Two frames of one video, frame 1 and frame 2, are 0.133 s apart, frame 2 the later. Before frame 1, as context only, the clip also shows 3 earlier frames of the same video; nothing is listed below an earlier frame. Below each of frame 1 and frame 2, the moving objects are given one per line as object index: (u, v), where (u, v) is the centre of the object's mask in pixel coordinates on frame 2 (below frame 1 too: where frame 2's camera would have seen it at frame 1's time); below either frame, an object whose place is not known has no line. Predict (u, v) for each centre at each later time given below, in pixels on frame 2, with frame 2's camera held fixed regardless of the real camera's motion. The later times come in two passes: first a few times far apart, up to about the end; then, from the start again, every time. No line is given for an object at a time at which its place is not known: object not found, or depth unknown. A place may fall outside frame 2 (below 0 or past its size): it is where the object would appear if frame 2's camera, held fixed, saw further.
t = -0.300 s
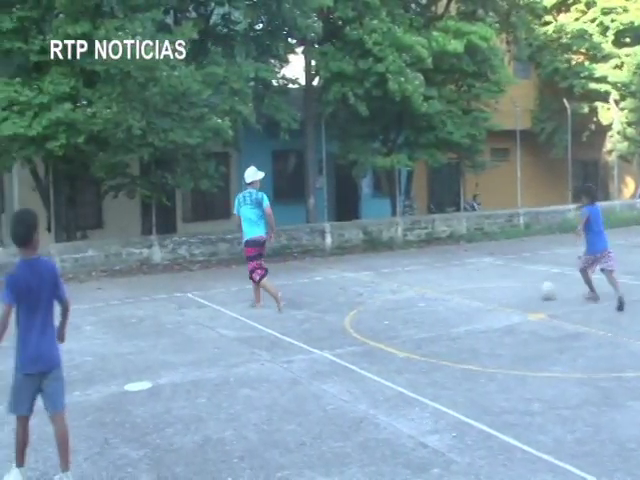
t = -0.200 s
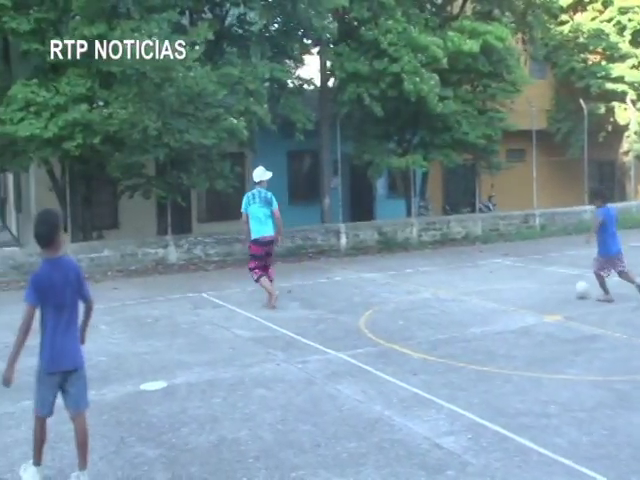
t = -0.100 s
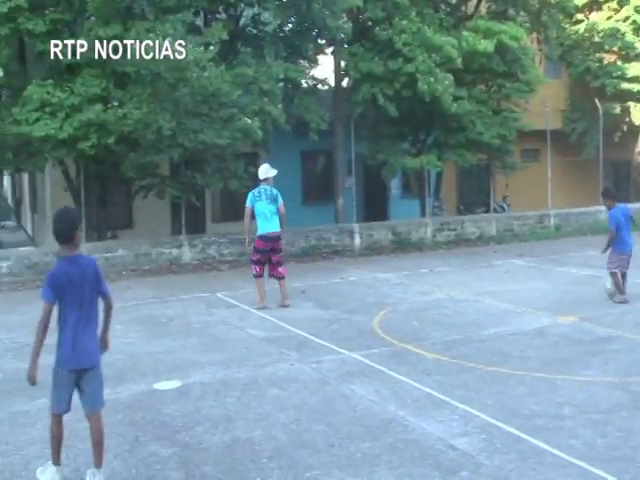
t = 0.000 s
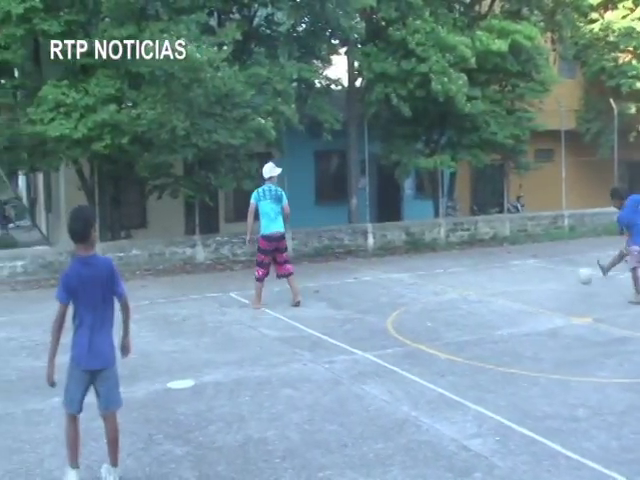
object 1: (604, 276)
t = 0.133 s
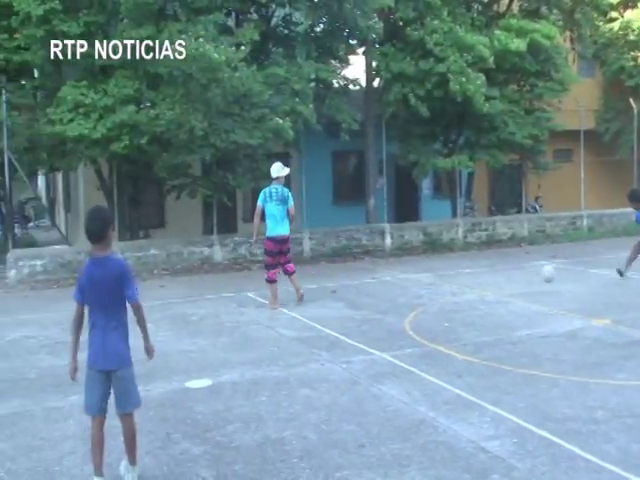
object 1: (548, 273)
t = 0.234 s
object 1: (508, 283)
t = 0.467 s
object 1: (442, 282)
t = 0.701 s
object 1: (392, 279)
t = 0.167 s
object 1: (534, 275)
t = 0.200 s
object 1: (522, 278)
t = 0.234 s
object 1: (508, 283)
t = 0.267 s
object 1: (497, 284)
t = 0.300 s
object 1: (487, 282)
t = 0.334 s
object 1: (478, 282)
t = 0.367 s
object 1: (469, 280)
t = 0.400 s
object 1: (460, 280)
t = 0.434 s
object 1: (451, 281)
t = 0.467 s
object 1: (442, 282)
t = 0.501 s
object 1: (435, 281)
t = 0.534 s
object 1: (428, 281)
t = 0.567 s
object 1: (421, 280)
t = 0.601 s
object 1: (413, 280)
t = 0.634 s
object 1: (405, 281)
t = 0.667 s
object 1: (398, 279)
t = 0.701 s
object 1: (392, 279)
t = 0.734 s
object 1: (385, 279)
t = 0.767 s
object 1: (378, 279)
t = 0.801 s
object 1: (372, 279)
